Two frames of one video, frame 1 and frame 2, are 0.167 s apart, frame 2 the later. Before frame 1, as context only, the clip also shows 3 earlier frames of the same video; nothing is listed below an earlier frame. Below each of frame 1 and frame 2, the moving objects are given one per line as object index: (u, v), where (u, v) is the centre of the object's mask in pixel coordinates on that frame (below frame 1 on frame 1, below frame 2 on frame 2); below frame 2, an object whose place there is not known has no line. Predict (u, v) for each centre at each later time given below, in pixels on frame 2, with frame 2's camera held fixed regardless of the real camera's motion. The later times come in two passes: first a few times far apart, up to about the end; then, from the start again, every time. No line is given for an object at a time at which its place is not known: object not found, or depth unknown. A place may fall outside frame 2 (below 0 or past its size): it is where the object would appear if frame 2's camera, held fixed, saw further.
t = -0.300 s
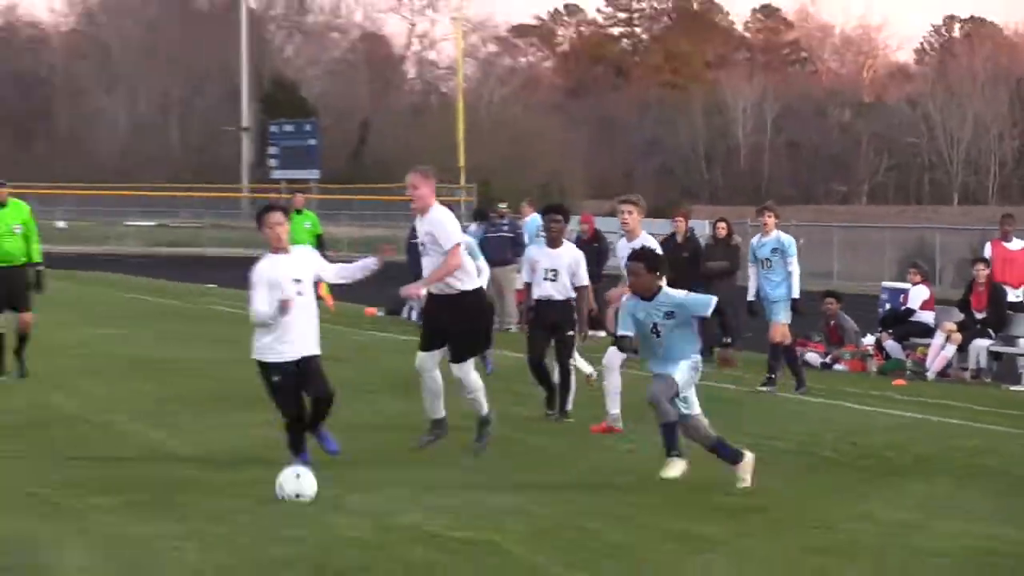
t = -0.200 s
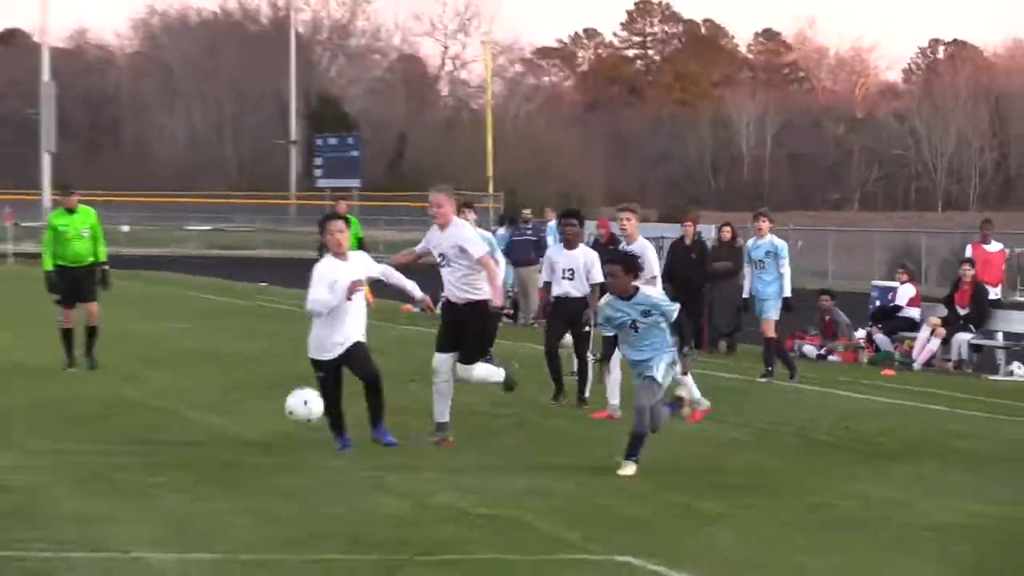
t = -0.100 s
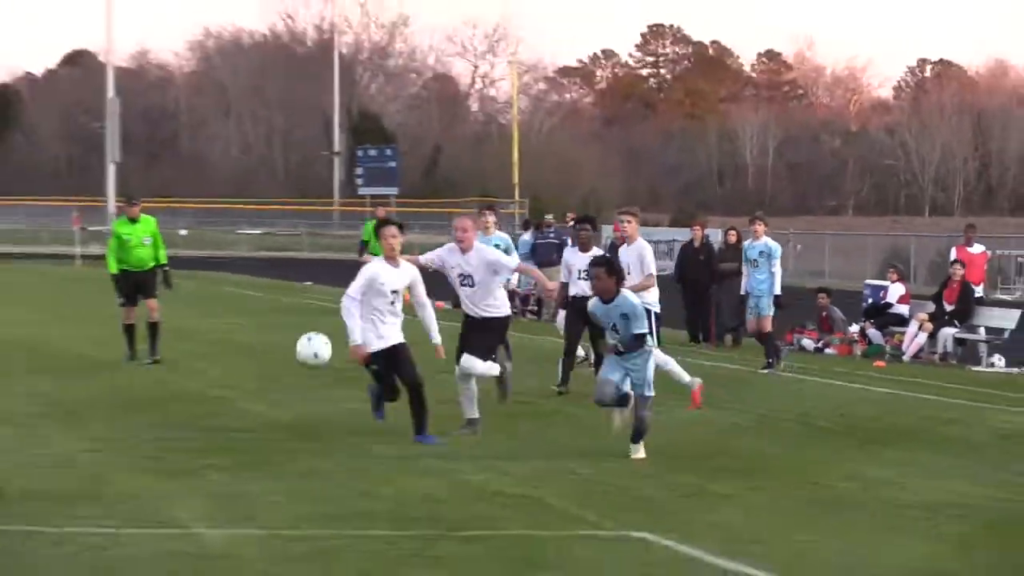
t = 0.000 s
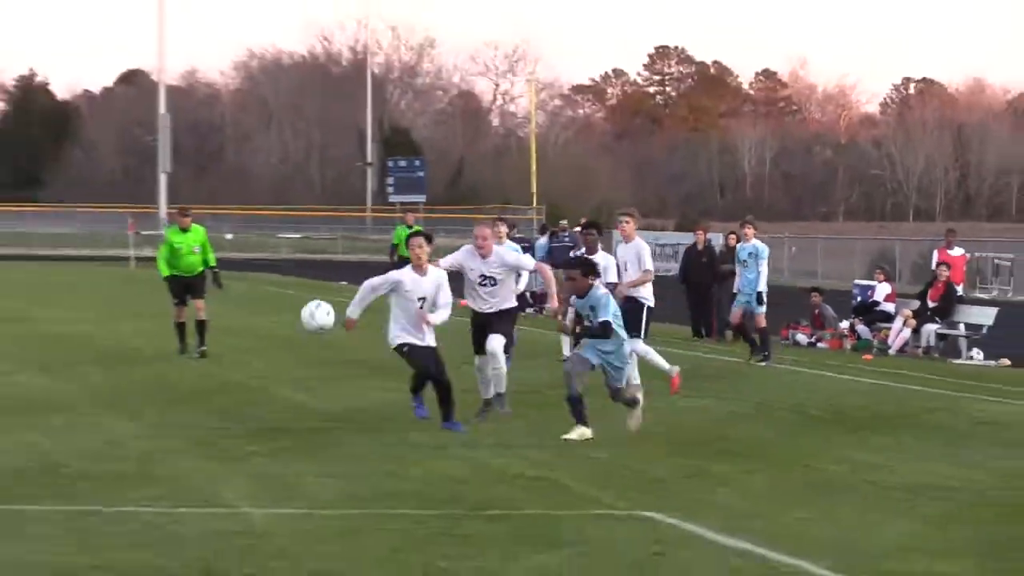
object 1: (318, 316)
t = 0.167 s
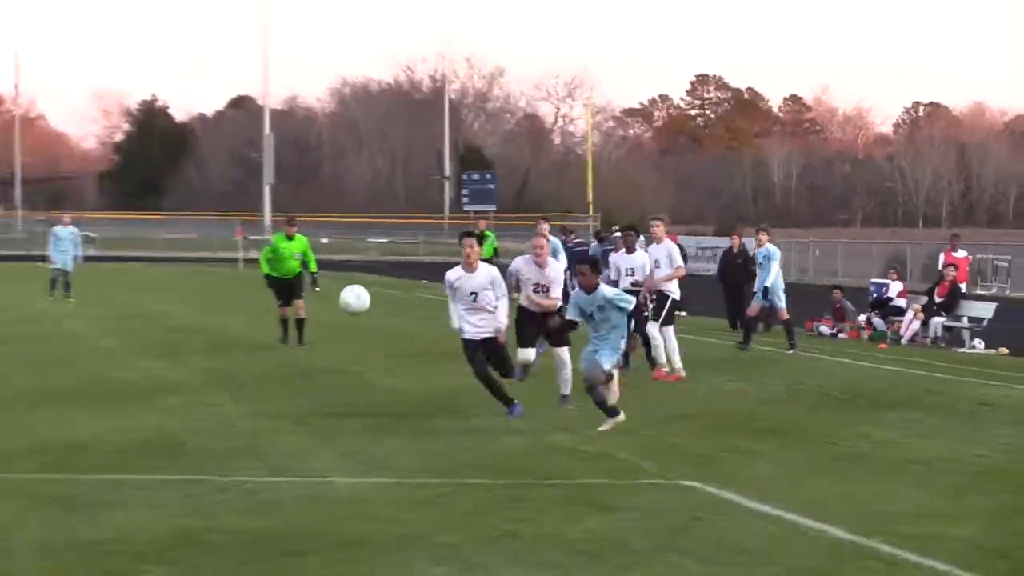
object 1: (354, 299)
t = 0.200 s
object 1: (346, 302)
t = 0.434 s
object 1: (273, 367)
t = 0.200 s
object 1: (346, 302)
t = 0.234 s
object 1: (336, 306)
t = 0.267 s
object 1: (327, 312)
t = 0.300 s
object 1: (317, 319)
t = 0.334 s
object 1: (306, 329)
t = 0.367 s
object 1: (295, 340)
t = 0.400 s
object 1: (284, 352)
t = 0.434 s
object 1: (273, 367)
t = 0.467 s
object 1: (261, 385)
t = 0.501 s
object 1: (250, 404)
